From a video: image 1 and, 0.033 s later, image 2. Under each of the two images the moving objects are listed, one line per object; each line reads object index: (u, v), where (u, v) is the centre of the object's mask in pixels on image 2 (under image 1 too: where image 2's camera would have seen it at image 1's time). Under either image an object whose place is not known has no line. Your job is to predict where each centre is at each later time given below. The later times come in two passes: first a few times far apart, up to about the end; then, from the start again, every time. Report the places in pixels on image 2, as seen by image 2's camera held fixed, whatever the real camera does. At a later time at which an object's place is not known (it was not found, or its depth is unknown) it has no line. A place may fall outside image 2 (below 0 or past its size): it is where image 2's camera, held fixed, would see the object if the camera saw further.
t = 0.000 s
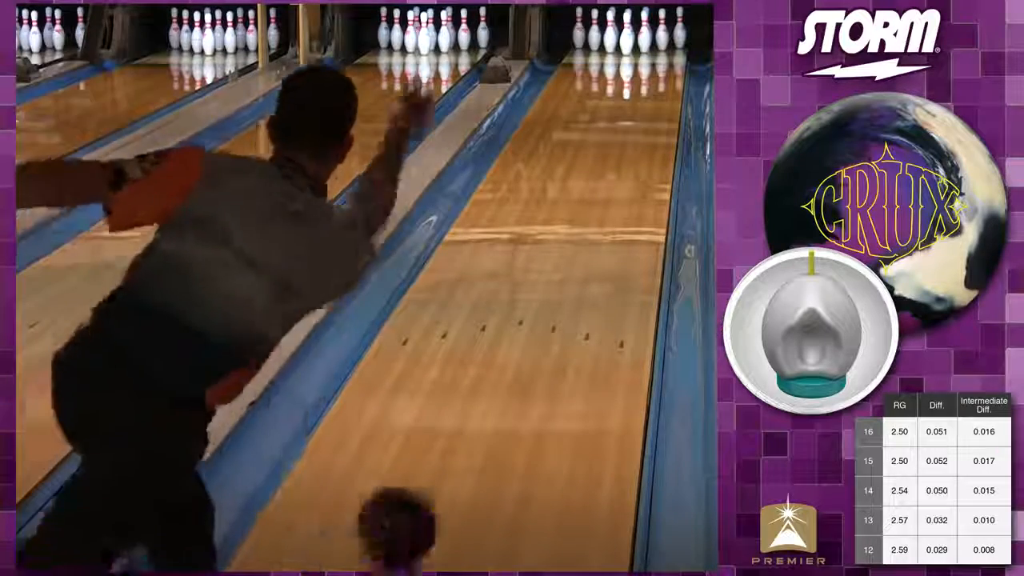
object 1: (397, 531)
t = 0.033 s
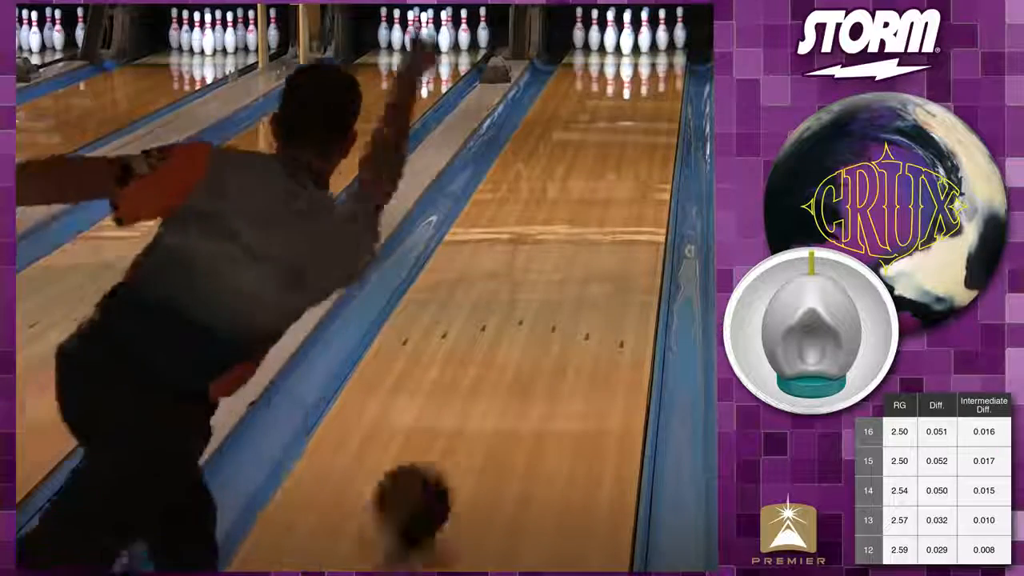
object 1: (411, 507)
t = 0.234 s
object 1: (490, 387)
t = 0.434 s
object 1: (545, 304)
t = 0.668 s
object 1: (589, 237)
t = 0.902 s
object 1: (622, 186)
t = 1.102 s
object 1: (643, 151)
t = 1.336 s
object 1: (658, 121)
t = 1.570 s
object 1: (667, 95)
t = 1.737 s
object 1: (666, 81)
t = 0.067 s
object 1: (428, 481)
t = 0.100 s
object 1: (442, 461)
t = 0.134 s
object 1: (455, 441)
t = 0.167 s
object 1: (467, 421)
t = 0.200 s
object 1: (479, 403)
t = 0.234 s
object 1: (490, 387)
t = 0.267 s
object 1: (500, 371)
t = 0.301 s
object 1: (510, 356)
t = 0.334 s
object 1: (520, 342)
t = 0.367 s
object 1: (528, 329)
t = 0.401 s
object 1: (537, 316)
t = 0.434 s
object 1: (545, 304)
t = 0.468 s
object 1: (552, 293)
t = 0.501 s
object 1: (559, 283)
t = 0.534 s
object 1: (566, 272)
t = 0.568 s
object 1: (572, 263)
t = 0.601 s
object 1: (578, 255)
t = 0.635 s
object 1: (584, 246)
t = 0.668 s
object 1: (589, 237)
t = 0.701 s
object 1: (594, 229)
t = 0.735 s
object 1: (600, 221)
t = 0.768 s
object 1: (605, 214)
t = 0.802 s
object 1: (609, 206)
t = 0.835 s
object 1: (614, 201)
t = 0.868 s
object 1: (618, 193)
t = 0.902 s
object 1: (622, 186)
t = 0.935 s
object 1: (626, 181)
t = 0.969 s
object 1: (630, 174)
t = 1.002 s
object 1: (632, 169)
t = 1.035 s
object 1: (635, 162)
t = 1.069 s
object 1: (639, 159)
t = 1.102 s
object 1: (643, 151)
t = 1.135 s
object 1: (644, 147)
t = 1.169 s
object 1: (647, 143)
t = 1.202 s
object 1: (650, 138)
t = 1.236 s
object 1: (652, 134)
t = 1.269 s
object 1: (654, 128)
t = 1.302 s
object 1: (655, 127)
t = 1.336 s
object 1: (658, 121)
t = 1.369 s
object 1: (659, 118)
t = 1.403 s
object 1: (661, 113)
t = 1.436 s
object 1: (663, 109)
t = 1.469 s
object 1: (664, 106)
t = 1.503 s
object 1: (664, 104)
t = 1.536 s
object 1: (666, 99)
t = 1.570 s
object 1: (667, 95)
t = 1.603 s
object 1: (667, 93)
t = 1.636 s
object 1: (667, 88)
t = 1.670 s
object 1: (667, 86)
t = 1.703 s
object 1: (667, 83)
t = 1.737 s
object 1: (666, 81)
